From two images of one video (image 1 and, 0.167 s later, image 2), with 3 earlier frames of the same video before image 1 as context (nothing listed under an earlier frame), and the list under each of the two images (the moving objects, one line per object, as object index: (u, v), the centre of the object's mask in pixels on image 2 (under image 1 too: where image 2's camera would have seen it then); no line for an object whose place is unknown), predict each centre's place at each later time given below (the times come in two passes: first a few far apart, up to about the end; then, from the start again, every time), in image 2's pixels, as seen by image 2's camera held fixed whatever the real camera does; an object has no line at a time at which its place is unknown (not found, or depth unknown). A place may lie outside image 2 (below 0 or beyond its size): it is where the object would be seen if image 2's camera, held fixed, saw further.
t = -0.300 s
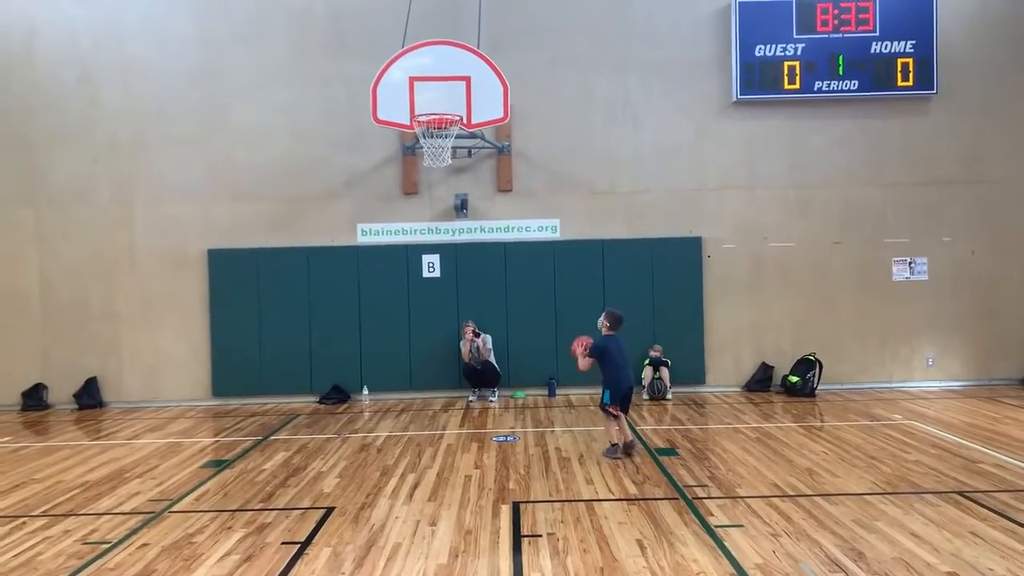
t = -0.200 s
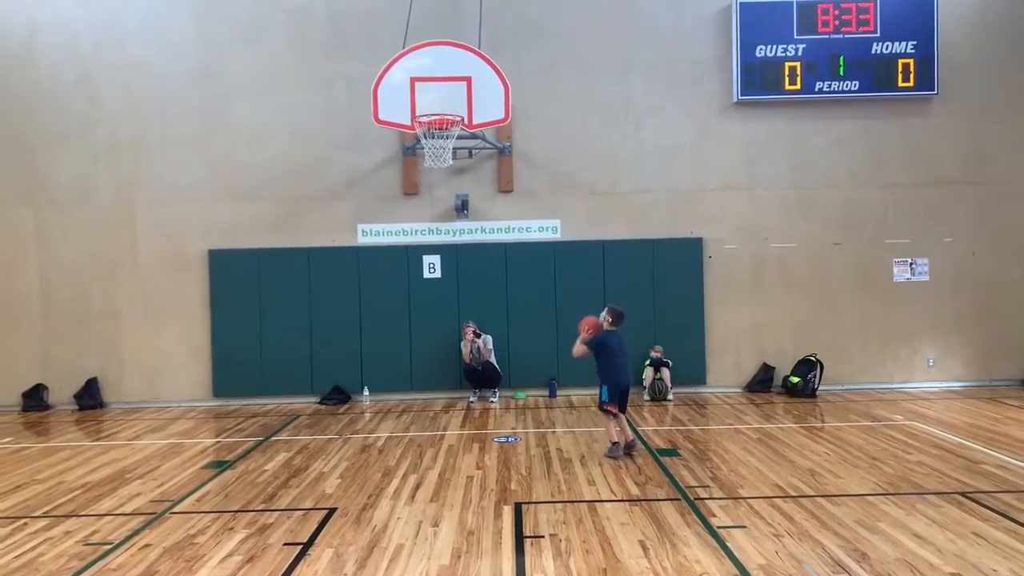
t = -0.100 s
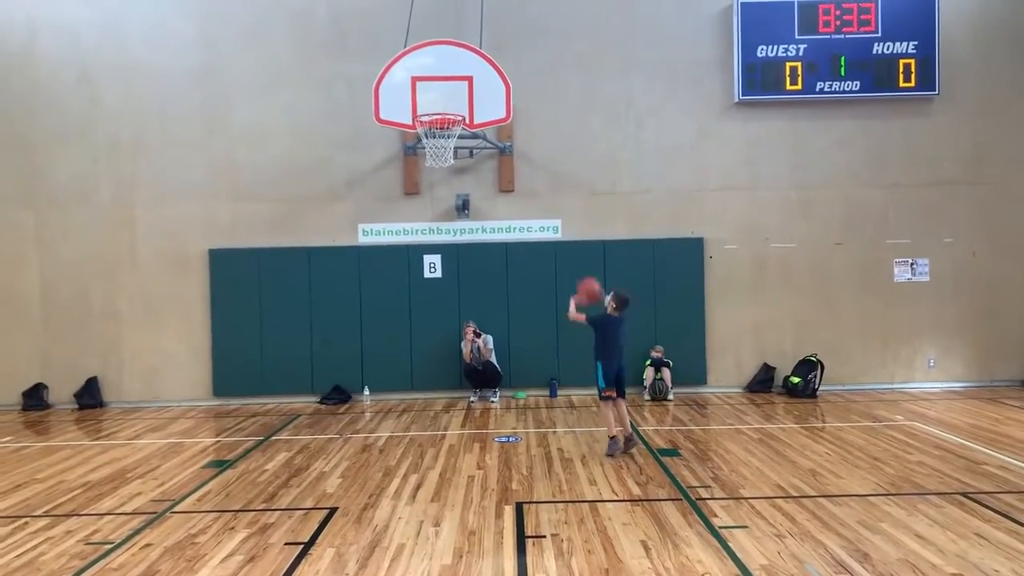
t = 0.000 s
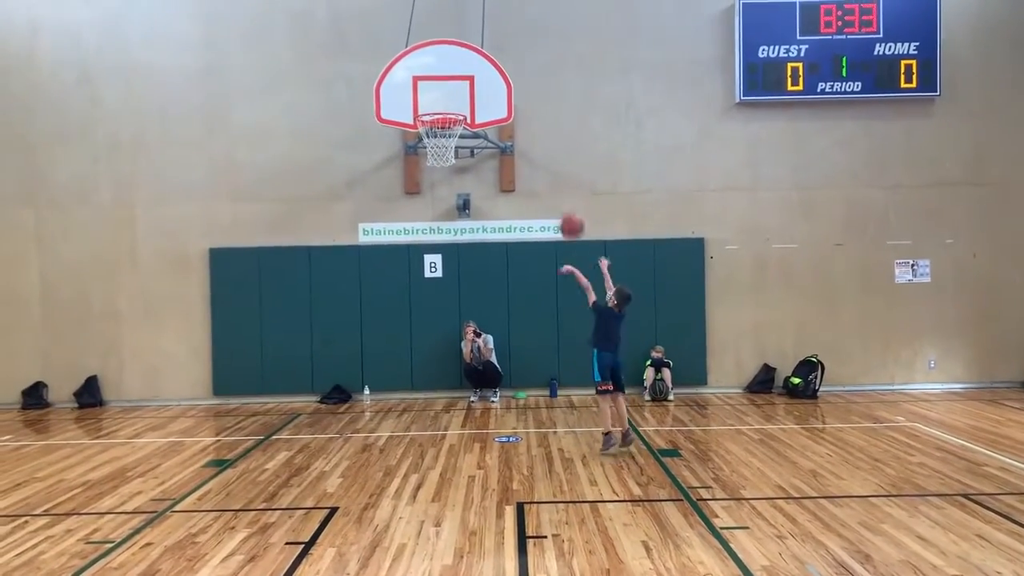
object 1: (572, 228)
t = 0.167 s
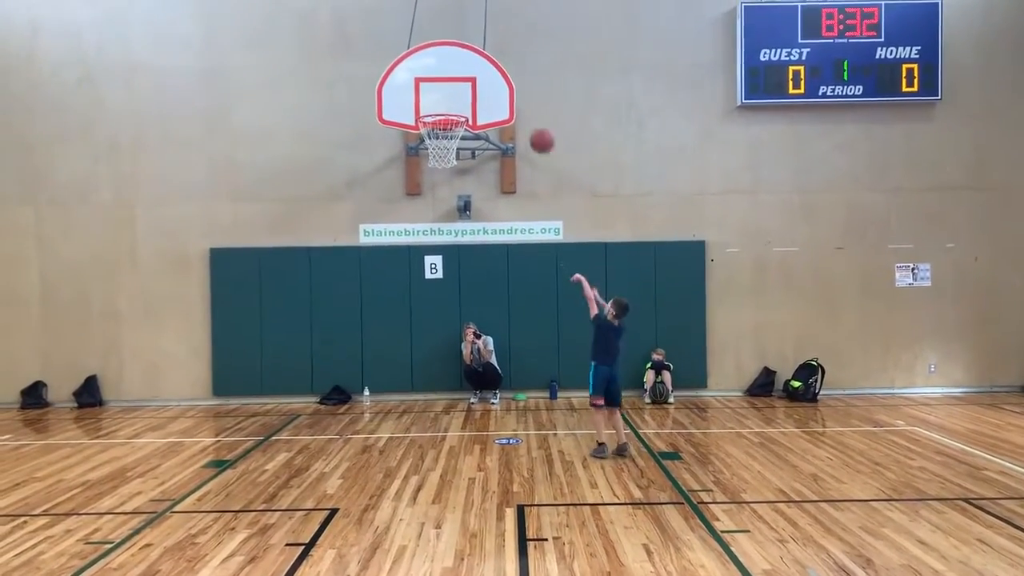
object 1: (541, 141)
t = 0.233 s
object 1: (530, 115)
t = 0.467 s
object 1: (492, 67)
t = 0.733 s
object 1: (464, 75)
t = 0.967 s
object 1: (444, 132)
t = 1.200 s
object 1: (427, 210)
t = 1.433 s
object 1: (415, 332)
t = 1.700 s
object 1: (402, 368)
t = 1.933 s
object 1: (390, 299)
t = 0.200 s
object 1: (536, 128)
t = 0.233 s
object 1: (530, 115)
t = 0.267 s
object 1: (525, 104)
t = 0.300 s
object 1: (519, 95)
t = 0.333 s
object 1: (513, 87)
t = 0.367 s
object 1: (508, 80)
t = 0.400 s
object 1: (503, 74)
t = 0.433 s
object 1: (498, 70)
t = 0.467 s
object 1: (492, 67)
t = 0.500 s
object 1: (487, 64)
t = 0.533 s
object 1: (482, 64)
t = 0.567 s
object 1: (478, 63)
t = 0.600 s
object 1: (475, 63)
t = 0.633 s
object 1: (473, 65)
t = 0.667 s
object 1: (470, 67)
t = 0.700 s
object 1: (467, 71)
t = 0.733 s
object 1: (464, 75)
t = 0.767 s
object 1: (461, 82)
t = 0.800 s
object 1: (459, 90)
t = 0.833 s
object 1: (456, 97)
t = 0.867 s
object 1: (453, 105)
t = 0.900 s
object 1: (450, 110)
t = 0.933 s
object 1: (447, 126)
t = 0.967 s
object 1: (444, 132)
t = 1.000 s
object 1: (440, 143)
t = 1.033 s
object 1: (437, 153)
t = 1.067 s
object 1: (434, 168)
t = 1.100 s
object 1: (433, 173)
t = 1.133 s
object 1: (430, 184)
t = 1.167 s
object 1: (429, 198)
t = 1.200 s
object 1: (427, 210)
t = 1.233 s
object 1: (425, 225)
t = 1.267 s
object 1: (423, 241)
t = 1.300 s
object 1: (422, 256)
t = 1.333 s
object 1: (419, 274)
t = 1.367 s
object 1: (418, 292)
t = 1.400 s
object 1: (417, 311)
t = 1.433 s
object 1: (415, 332)
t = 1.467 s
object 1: (413, 354)
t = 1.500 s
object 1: (412, 377)
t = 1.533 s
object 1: (410, 399)
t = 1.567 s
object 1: (407, 425)
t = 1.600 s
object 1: (406, 416)
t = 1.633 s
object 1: (405, 398)
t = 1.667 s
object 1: (404, 382)
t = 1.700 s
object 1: (402, 368)
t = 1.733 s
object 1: (399, 354)
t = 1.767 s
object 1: (398, 342)
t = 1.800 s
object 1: (397, 330)
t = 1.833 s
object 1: (395, 322)
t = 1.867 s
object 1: (393, 313)
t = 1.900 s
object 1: (391, 306)
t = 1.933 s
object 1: (390, 299)
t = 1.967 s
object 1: (388, 294)
